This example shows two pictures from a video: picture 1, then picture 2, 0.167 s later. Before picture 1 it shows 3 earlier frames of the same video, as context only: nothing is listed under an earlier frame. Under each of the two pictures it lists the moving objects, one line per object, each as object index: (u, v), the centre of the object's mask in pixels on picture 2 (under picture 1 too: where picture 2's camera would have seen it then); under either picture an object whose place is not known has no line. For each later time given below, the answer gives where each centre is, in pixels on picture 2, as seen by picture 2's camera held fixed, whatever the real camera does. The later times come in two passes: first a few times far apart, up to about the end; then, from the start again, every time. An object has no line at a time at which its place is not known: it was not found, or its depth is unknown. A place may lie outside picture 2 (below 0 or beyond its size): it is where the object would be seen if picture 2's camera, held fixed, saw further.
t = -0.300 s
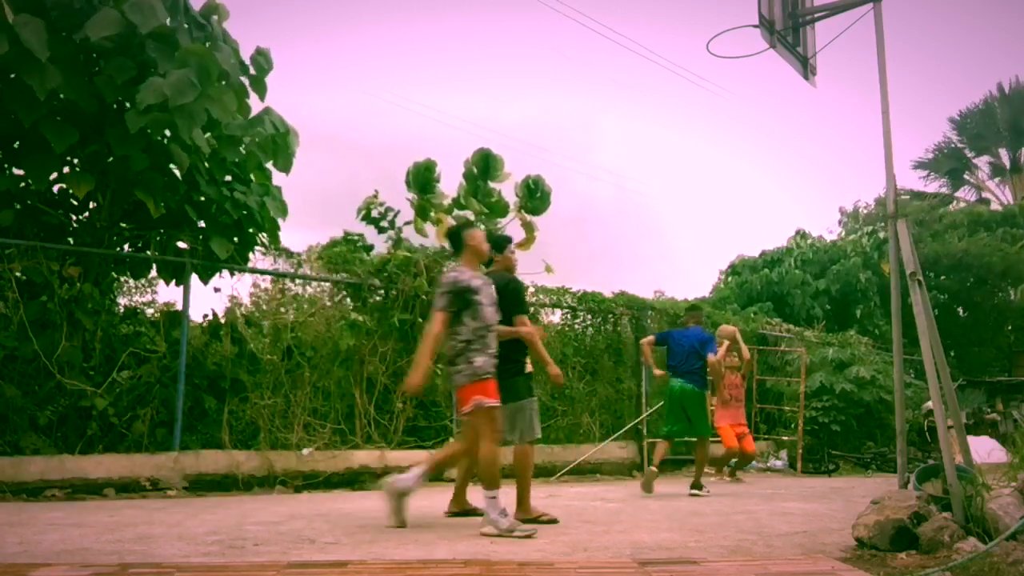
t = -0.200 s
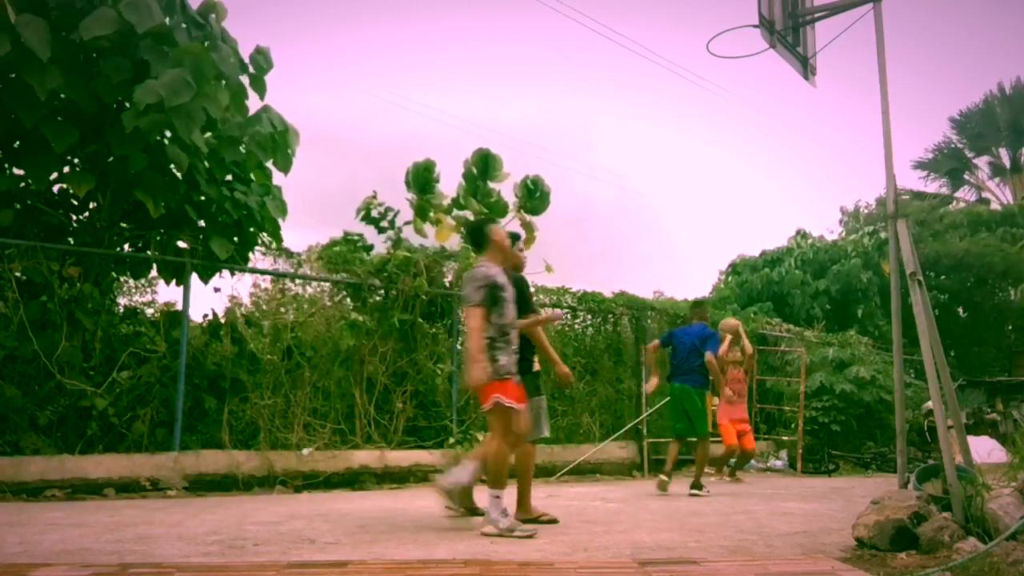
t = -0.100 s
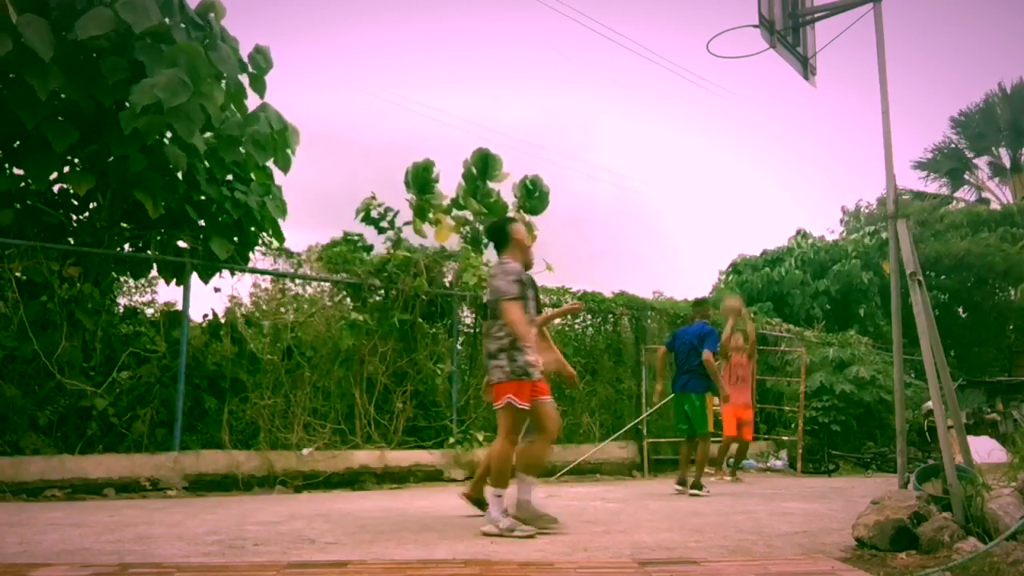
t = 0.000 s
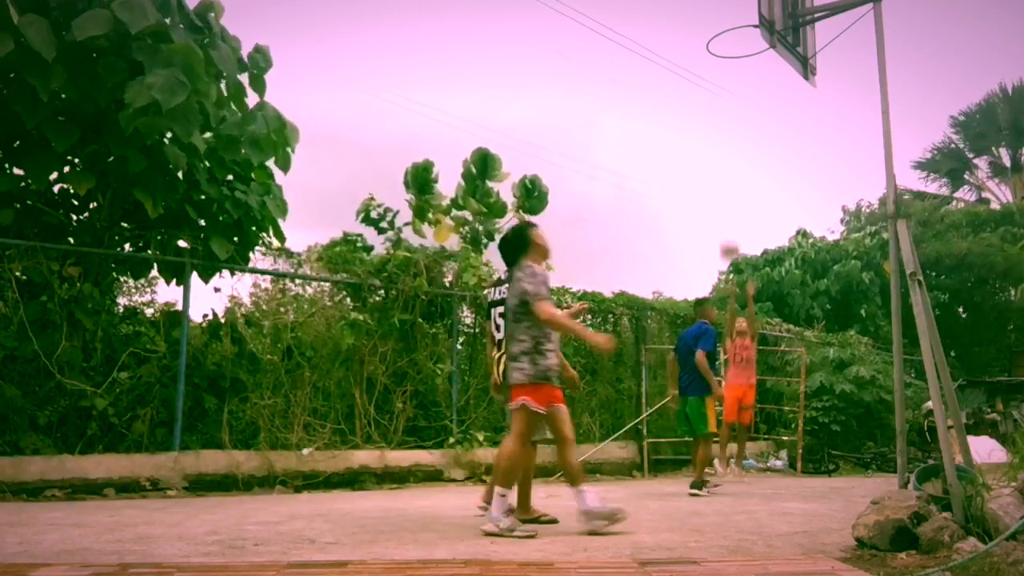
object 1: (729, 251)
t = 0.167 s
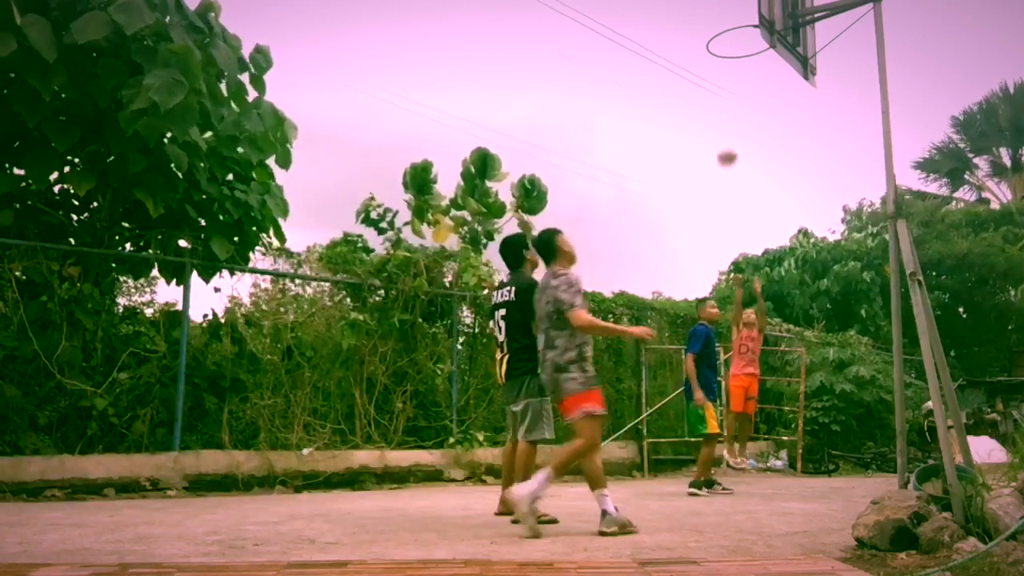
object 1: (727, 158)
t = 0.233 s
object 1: (726, 125)
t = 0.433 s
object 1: (720, 45)
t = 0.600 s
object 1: (715, 6)
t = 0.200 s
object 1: (726, 141)
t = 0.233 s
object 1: (726, 125)
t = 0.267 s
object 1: (725, 109)
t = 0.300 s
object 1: (724, 95)
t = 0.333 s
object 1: (723, 81)
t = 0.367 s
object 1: (722, 68)
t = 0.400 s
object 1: (722, 56)
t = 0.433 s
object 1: (720, 45)
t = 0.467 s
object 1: (719, 34)
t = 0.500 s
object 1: (718, 25)
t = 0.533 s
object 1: (717, 15)
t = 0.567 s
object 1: (716, 10)
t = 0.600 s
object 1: (715, 6)
